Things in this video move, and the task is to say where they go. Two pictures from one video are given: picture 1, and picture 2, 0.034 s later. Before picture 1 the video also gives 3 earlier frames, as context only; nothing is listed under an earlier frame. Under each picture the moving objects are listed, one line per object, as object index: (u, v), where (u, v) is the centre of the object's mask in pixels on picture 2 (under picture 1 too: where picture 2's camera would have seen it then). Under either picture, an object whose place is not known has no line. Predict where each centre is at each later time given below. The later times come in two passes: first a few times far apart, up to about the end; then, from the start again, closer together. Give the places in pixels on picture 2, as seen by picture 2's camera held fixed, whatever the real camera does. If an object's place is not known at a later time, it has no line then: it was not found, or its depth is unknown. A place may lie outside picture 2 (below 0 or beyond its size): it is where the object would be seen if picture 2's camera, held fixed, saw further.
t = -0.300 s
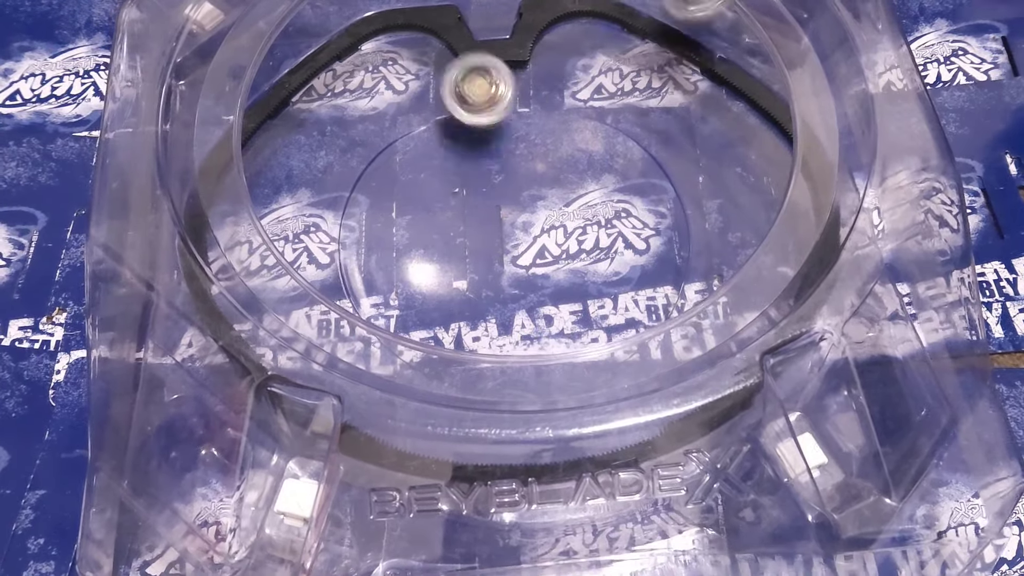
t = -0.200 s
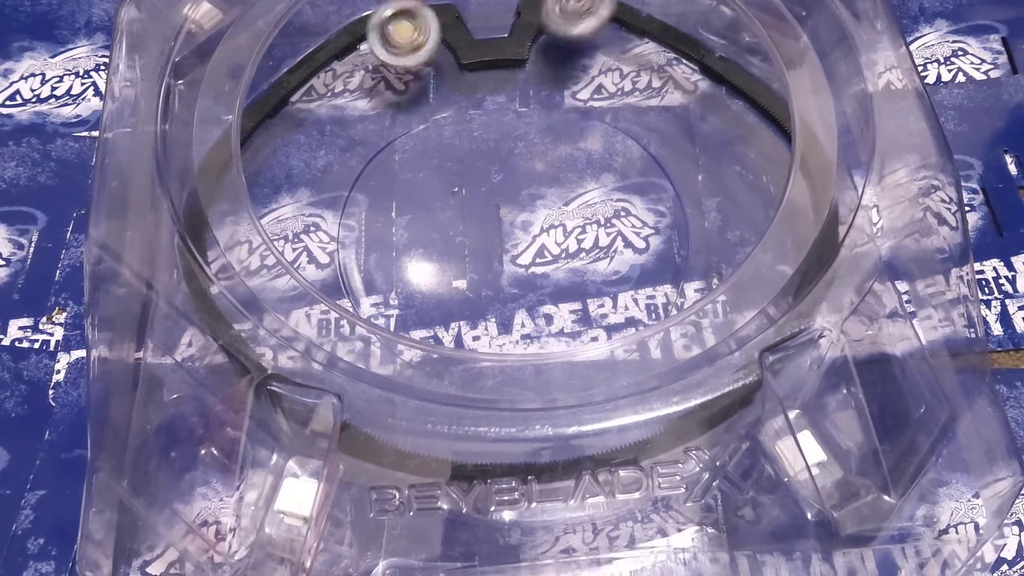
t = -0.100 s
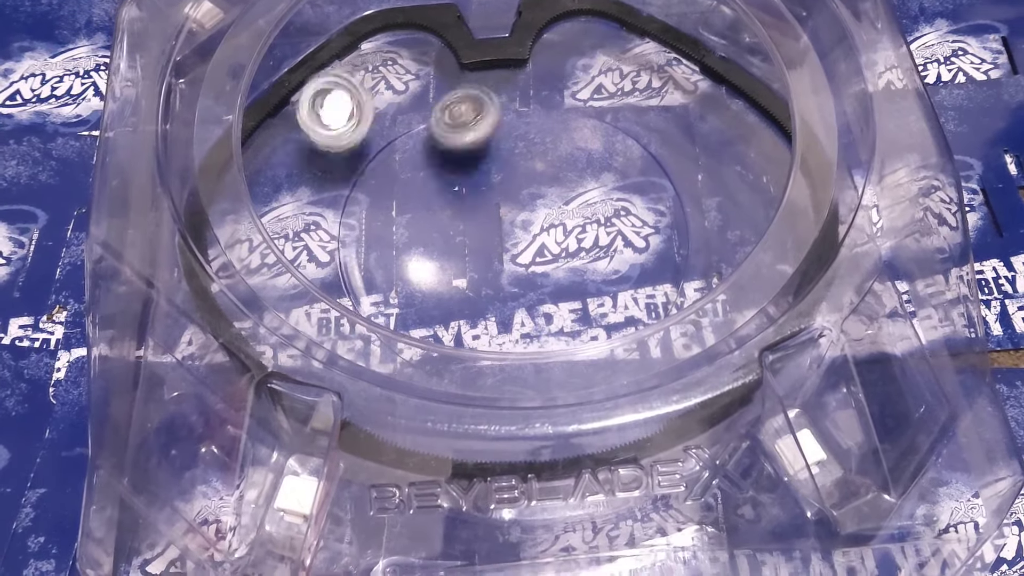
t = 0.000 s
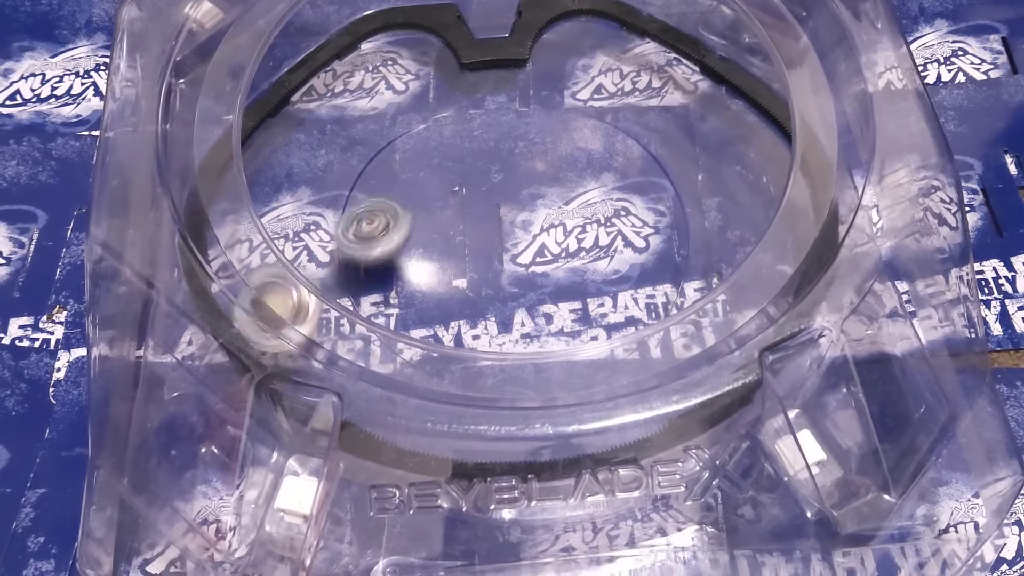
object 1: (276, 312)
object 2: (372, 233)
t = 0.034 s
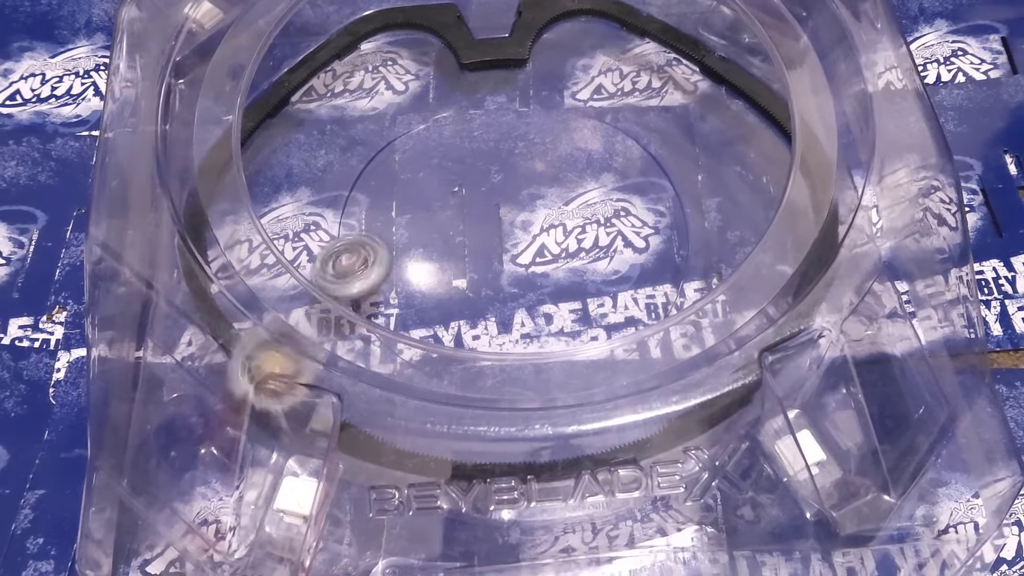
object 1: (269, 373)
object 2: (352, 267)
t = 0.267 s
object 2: (531, 344)
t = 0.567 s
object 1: (603, 17)
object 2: (601, 91)
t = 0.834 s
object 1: (551, 215)
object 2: (327, 264)
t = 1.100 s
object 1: (527, 308)
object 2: (337, 327)
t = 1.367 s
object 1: (528, 285)
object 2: (413, 234)
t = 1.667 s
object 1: (519, 246)
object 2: (454, 130)
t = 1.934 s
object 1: (473, 188)
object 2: (426, 130)
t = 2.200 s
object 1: (563, 284)
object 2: (427, 52)
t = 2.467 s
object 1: (603, 236)
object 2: (256, 187)
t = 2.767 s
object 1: (561, 199)
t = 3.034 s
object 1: (499, 192)
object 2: (578, 13)
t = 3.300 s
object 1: (285, 342)
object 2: (696, 176)
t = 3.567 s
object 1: (466, 295)
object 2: (770, 213)
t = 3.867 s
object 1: (538, 144)
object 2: (721, 237)
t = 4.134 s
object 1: (512, 64)
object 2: (607, 341)
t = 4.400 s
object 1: (568, 72)
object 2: (427, 399)
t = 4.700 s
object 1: (667, 119)
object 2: (325, 326)
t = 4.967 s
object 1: (711, 214)
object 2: (276, 202)
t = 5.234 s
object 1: (695, 306)
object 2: (295, 83)
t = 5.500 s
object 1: (604, 352)
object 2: (409, 70)
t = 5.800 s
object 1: (474, 275)
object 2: (559, 117)
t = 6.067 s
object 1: (353, 188)
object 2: (642, 204)
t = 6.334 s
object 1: (456, 174)
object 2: (646, 288)
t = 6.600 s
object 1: (538, 130)
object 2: (565, 345)
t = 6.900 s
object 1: (565, 175)
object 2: (432, 323)
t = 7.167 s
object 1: (594, 268)
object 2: (359, 250)
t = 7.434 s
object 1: (570, 296)
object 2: (370, 162)
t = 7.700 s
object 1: (482, 267)
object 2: (443, 106)
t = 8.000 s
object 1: (413, 217)
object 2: (550, 137)
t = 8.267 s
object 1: (458, 194)
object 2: (630, 200)
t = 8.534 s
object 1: (549, 172)
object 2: (649, 262)
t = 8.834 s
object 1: (587, 198)
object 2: (547, 302)
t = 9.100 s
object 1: (561, 260)
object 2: (442, 309)
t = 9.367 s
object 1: (507, 290)
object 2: (428, 266)
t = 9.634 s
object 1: (546, 314)
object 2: (408, 139)
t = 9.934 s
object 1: (535, 231)
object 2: (533, 178)
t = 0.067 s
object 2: (343, 295)
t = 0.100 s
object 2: (343, 327)
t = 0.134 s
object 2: (341, 363)
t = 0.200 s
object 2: (416, 361)
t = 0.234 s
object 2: (470, 358)
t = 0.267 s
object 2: (531, 344)
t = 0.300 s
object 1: (769, 288)
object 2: (580, 320)
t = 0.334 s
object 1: (790, 231)
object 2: (623, 291)
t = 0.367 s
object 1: (775, 170)
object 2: (659, 254)
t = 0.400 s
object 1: (767, 126)
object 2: (683, 218)
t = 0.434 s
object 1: (741, 90)
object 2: (678, 181)
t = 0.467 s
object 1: (713, 68)
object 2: (671, 159)
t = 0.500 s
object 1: (676, 43)
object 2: (652, 131)
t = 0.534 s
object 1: (639, 26)
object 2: (629, 109)
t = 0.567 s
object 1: (603, 17)
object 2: (601, 91)
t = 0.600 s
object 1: (570, 12)
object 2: (568, 80)
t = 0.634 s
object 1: (534, 23)
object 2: (532, 91)
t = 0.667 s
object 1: (542, 43)
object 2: (490, 128)
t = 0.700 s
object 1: (548, 78)
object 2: (448, 162)
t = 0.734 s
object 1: (553, 111)
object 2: (408, 192)
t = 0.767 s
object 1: (556, 150)
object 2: (370, 220)
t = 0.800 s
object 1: (555, 183)
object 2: (340, 243)
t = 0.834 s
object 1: (551, 215)
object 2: (327, 264)
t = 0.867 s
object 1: (545, 243)
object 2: (310, 290)
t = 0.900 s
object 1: (540, 266)
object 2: (301, 308)
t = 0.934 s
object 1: (534, 281)
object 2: (286, 327)
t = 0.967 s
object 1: (530, 292)
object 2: (276, 338)
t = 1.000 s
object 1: (527, 299)
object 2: (288, 340)
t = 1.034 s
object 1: (527, 304)
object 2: (305, 340)
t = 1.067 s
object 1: (527, 307)
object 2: (318, 340)
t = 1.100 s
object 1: (527, 308)
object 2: (337, 327)
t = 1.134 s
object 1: (527, 308)
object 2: (342, 323)
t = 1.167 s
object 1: (527, 306)
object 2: (350, 312)
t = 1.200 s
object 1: (527, 302)
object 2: (359, 299)
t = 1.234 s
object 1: (527, 299)
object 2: (368, 284)
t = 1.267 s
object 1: (527, 295)
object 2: (377, 272)
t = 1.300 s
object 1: (528, 291)
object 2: (388, 260)
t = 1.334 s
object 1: (528, 288)
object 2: (401, 248)
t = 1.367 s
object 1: (528, 285)
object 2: (413, 234)
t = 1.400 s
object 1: (528, 282)
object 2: (423, 221)
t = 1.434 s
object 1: (528, 280)
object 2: (432, 207)
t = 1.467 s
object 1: (528, 276)
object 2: (439, 193)
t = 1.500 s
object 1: (528, 273)
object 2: (445, 180)
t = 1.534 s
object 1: (528, 269)
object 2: (450, 168)
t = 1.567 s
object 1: (526, 265)
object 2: (453, 156)
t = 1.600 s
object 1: (524, 260)
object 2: (455, 146)
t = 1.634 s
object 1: (522, 253)
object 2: (455, 137)
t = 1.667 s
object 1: (519, 246)
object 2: (454, 130)
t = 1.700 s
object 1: (514, 237)
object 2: (452, 125)
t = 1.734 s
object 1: (509, 230)
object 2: (449, 121)
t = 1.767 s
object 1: (504, 221)
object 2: (446, 117)
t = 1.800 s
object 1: (498, 214)
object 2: (442, 115)
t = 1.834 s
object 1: (492, 207)
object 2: (438, 115)
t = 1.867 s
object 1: (486, 200)
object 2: (432, 116)
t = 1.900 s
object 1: (480, 194)
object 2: (427, 121)
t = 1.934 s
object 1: (473, 188)
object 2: (426, 130)
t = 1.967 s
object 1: (484, 211)
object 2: (415, 114)
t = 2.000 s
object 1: (498, 234)
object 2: (405, 101)
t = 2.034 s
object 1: (508, 253)
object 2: (401, 94)
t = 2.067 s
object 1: (518, 267)
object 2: (402, 87)
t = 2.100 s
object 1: (528, 276)
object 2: (408, 79)
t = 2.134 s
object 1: (539, 282)
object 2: (416, 70)
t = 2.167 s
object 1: (551, 285)
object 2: (421, 62)
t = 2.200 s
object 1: (563, 284)
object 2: (427, 52)
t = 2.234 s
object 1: (574, 282)
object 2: (429, 44)
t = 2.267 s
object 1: (584, 276)
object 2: (431, 36)
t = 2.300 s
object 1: (592, 270)
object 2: (431, 27)
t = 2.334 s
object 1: (597, 264)
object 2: (418, 23)
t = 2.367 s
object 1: (601, 257)
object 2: (357, 33)
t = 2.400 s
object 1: (605, 250)
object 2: (320, 78)
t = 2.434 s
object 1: (605, 242)
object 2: (287, 134)
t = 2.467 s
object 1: (603, 236)
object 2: (256, 187)
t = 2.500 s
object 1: (601, 231)
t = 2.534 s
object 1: (599, 226)
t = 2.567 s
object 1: (595, 222)
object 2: (267, 331)
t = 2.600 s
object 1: (591, 217)
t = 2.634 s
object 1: (586, 214)
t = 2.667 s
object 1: (580, 209)
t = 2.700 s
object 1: (574, 206)
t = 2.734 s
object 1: (567, 202)
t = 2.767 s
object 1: (561, 199)
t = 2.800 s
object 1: (553, 196)
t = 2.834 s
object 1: (545, 195)
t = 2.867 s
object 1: (537, 194)
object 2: (800, 187)
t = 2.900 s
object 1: (529, 192)
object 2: (780, 133)
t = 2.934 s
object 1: (521, 191)
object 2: (737, 89)
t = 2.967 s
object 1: (514, 191)
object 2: (688, 54)
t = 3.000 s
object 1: (506, 191)
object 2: (632, 25)
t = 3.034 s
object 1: (499, 192)
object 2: (578, 13)
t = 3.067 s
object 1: (492, 193)
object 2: (540, 28)
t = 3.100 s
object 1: (487, 195)
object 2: (530, 76)
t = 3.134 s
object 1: (482, 197)
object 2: (524, 130)
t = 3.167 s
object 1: (434, 228)
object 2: (554, 151)
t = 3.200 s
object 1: (385, 256)
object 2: (592, 157)
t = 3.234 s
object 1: (346, 282)
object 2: (636, 163)
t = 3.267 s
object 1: (318, 311)
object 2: (673, 169)
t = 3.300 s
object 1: (285, 342)
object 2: (696, 176)
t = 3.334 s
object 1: (292, 347)
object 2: (713, 190)
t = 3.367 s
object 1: (323, 345)
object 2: (728, 199)
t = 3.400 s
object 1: (351, 336)
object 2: (740, 207)
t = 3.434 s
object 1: (371, 333)
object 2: (748, 209)
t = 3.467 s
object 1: (397, 322)
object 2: (755, 211)
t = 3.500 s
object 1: (421, 315)
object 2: (761, 213)
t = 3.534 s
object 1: (444, 310)
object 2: (768, 216)
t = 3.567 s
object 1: (466, 295)
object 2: (770, 213)
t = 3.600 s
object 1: (485, 281)
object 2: (766, 213)
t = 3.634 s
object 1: (502, 264)
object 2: (763, 210)
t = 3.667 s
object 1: (516, 246)
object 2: (759, 211)
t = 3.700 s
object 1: (528, 228)
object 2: (754, 212)
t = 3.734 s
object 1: (535, 208)
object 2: (749, 213)
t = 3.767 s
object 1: (539, 190)
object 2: (743, 218)
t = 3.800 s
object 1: (540, 172)
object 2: (736, 224)
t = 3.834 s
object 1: (540, 156)
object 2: (728, 231)
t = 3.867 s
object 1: (538, 144)
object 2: (721, 237)
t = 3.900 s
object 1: (534, 130)
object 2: (712, 248)
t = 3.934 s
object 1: (530, 115)
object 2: (702, 259)
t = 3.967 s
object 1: (525, 102)
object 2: (688, 272)
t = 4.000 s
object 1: (521, 91)
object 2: (674, 284)
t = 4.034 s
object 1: (517, 81)
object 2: (657, 296)
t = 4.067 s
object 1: (514, 74)
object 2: (642, 313)
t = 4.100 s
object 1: (512, 68)
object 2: (624, 329)
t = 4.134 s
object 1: (512, 64)
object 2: (607, 341)
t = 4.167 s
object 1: (514, 62)
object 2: (587, 353)
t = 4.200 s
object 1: (517, 60)
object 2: (567, 361)
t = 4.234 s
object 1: (522, 60)
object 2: (545, 369)
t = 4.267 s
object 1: (530, 61)
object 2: (523, 381)
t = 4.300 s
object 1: (538, 62)
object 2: (502, 387)
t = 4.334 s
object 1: (547, 65)
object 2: (476, 392)
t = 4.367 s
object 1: (557, 68)
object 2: (453, 396)
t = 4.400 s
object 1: (568, 72)
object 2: (427, 399)
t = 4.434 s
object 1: (581, 76)
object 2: (403, 401)
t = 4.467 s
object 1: (594, 80)
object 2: (383, 402)
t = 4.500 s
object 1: (606, 83)
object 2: (367, 395)
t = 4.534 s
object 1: (619, 87)
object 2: (363, 384)
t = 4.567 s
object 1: (627, 90)
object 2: (357, 373)
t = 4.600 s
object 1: (639, 95)
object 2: (348, 363)
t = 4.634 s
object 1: (649, 102)
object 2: (339, 353)
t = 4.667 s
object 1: (659, 109)
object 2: (330, 342)
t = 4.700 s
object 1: (667, 119)
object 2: (325, 326)
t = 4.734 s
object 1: (676, 128)
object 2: (314, 317)
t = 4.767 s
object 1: (683, 139)
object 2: (305, 303)
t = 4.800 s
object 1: (690, 149)
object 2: (296, 290)
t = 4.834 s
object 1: (696, 161)
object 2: (288, 274)
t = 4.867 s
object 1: (702, 174)
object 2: (283, 257)
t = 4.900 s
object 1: (706, 187)
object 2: (280, 238)
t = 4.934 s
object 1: (709, 200)
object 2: (276, 220)
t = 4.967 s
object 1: (711, 214)
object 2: (276, 202)
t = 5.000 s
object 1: (714, 228)
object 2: (276, 184)
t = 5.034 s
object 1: (714, 240)
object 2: (276, 167)
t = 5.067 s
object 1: (710, 251)
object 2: (276, 150)
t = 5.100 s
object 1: (706, 261)
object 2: (278, 134)
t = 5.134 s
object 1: (708, 277)
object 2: (281, 119)
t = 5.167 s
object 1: (704, 287)
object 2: (285, 104)
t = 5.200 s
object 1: (699, 298)
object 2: (290, 91)
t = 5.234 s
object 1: (695, 306)
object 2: (295, 83)
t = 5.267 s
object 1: (686, 316)
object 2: (304, 77)
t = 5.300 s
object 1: (677, 324)
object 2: (317, 78)
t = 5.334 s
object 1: (667, 331)
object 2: (330, 77)
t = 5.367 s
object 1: (657, 337)
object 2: (344, 76)
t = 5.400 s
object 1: (643, 342)
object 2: (358, 74)
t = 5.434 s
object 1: (631, 346)
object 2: (374, 71)
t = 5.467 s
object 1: (618, 350)
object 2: (391, 69)
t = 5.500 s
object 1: (604, 352)
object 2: (409, 70)
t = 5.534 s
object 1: (581, 334)
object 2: (425, 70)
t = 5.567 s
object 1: (569, 334)
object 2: (443, 70)
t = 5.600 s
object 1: (561, 333)
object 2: (460, 71)
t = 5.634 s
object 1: (549, 330)
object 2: (477, 74)
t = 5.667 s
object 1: (537, 324)
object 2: (494, 79)
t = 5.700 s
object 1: (524, 316)
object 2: (510, 87)
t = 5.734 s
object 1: (508, 303)
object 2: (527, 95)
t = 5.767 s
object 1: (492, 289)
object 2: (543, 104)
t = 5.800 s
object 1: (474, 275)
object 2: (559, 117)
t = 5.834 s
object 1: (455, 261)
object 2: (573, 128)
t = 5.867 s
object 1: (436, 247)
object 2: (586, 140)
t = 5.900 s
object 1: (416, 233)
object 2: (600, 151)
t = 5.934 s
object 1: (403, 223)
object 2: (608, 160)
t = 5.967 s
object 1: (386, 212)
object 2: (618, 172)
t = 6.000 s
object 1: (370, 202)
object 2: (627, 183)
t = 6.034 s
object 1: (357, 194)
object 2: (635, 193)
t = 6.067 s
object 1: (353, 188)
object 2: (642, 204)
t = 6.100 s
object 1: (363, 187)
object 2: (647, 215)
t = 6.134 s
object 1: (375, 186)
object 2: (651, 226)
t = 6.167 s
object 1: (388, 186)
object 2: (654, 235)
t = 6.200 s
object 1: (401, 185)
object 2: (654, 246)
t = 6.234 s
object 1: (415, 183)
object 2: (654, 256)
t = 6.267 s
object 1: (429, 181)
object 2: (653, 267)
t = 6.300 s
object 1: (443, 178)
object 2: (650, 277)
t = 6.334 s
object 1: (456, 174)
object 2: (646, 288)
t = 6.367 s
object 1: (469, 169)
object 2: (640, 297)
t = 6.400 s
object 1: (482, 164)
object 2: (632, 304)
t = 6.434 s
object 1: (494, 157)
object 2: (623, 311)
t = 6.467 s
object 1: (506, 150)
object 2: (614, 323)
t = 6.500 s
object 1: (516, 143)
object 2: (602, 331)
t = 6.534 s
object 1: (526, 137)
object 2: (589, 337)
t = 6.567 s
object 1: (533, 132)
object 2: (575, 342)
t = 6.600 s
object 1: (538, 130)
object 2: (565, 345)
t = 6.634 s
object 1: (543, 129)
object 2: (549, 348)
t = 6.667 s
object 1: (547, 131)
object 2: (532, 351)
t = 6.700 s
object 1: (550, 134)
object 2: (517, 352)
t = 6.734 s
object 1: (552, 138)
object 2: (502, 351)
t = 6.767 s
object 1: (554, 143)
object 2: (486, 350)
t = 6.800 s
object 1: (556, 149)
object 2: (470, 346)
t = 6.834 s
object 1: (559, 157)
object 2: (458, 341)
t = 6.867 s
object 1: (562, 166)
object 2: (445, 327)
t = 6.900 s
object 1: (565, 175)
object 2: (432, 323)
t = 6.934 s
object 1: (570, 187)
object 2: (418, 317)
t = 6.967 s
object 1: (574, 199)
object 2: (405, 310)
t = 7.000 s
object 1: (577, 211)
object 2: (394, 303)
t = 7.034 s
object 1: (581, 225)
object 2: (385, 294)
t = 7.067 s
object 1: (585, 236)
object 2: (376, 284)
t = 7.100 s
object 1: (588, 248)
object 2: (369, 273)
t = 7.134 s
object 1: (591, 259)
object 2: (364, 262)
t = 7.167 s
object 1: (594, 268)
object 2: (359, 250)
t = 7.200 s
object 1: (595, 277)
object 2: (356, 238)
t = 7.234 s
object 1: (594, 284)
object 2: (355, 226)
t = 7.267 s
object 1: (593, 289)
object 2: (355, 214)
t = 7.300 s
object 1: (590, 292)
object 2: (355, 205)
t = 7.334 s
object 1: (587, 294)
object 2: (357, 194)
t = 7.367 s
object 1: (582, 296)
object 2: (360, 182)
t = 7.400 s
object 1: (577, 296)
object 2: (365, 172)
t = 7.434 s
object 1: (570, 296)
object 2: (370, 162)
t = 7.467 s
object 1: (564, 295)
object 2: (376, 152)
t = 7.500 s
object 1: (556, 291)
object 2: (384, 143)
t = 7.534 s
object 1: (547, 290)
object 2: (392, 133)
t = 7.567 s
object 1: (535, 286)
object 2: (401, 127)
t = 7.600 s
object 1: (523, 281)
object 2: (412, 120)
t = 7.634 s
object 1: (509, 277)
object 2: (422, 114)
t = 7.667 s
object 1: (495, 272)
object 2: (432, 109)
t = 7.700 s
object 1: (482, 267)
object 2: (443, 106)
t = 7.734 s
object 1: (469, 260)
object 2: (455, 104)
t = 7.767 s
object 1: (456, 254)
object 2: (466, 103)
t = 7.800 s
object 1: (445, 247)
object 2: (479, 105)
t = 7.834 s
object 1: (434, 241)
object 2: (491, 107)
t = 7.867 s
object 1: (425, 236)
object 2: (503, 112)
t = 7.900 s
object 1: (419, 230)
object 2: (515, 117)
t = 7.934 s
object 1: (415, 225)
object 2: (528, 123)
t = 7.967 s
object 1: (413, 222)
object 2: (537, 130)
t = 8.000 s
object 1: (413, 217)
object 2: (550, 137)
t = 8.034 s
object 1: (414, 214)
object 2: (562, 145)
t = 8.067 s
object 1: (417, 211)
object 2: (574, 152)
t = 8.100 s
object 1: (421, 208)
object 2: (585, 160)
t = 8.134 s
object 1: (426, 206)
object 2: (595, 168)
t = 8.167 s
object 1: (431, 203)
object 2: (606, 176)
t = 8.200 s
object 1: (439, 201)
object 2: (614, 184)
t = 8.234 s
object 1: (448, 197)
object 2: (622, 192)
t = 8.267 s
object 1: (458, 194)
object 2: (630, 200)
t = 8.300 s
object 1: (468, 190)
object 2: (636, 208)
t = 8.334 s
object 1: (480, 187)
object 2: (641, 217)
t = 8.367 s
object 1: (492, 183)
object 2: (646, 226)
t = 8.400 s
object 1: (504, 180)
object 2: (649, 234)
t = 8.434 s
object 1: (516, 177)
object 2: (651, 242)
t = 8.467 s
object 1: (527, 175)
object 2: (652, 249)
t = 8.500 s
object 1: (538, 173)
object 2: (652, 256)
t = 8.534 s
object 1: (549, 172)
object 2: (649, 262)
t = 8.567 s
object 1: (558, 172)
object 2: (644, 269)
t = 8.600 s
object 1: (566, 173)
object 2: (636, 273)
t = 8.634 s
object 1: (572, 174)
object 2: (626, 277)
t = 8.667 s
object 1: (576, 176)
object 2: (617, 281)
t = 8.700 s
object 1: (580, 180)
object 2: (605, 286)
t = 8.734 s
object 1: (584, 184)
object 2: (591, 290)
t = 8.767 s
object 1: (586, 188)
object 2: (577, 295)
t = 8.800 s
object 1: (587, 192)
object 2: (562, 299)
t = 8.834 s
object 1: (587, 198)
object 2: (547, 302)
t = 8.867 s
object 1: (587, 204)
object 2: (532, 304)
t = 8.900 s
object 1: (586, 211)
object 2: (518, 307)
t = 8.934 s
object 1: (583, 219)
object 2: (503, 309)
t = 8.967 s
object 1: (581, 227)
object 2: (488, 311)
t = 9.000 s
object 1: (576, 235)
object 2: (477, 311)
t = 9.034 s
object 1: (571, 243)
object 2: (464, 312)
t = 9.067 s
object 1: (567, 253)
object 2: (453, 310)
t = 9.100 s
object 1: (561, 260)
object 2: (442, 309)
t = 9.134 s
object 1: (554, 268)
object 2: (434, 308)
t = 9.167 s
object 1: (548, 274)
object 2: (428, 305)
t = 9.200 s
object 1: (541, 280)
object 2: (426, 301)
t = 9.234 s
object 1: (532, 285)
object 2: (424, 296)
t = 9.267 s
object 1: (526, 289)
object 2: (424, 291)
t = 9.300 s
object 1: (519, 290)
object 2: (424, 282)
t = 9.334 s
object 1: (514, 291)
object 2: (426, 275)
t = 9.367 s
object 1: (507, 290)
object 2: (428, 266)
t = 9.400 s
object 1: (506, 293)
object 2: (425, 250)
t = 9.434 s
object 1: (521, 306)
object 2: (406, 220)
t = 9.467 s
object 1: (533, 315)
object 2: (392, 193)
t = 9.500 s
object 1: (539, 318)
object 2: (384, 170)
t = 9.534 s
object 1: (540, 318)
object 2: (379, 152)
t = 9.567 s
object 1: (541, 318)
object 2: (383, 142)
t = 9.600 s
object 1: (544, 316)
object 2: (393, 139)
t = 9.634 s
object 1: (546, 314)
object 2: (408, 139)
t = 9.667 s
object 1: (548, 312)
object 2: (422, 139)
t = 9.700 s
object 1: (550, 307)
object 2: (437, 142)
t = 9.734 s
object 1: (551, 299)
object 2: (453, 144)
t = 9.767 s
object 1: (550, 291)
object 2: (467, 150)
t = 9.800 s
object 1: (550, 280)
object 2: (482, 156)
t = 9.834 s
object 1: (548, 268)
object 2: (496, 164)
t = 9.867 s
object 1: (543, 255)
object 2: (509, 172)
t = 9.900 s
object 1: (540, 242)
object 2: (521, 178)
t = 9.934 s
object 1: (535, 231)
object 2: (533, 178)
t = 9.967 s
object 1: (493, 253)
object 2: (574, 169)
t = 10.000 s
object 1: (447, 271)
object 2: (619, 142)
